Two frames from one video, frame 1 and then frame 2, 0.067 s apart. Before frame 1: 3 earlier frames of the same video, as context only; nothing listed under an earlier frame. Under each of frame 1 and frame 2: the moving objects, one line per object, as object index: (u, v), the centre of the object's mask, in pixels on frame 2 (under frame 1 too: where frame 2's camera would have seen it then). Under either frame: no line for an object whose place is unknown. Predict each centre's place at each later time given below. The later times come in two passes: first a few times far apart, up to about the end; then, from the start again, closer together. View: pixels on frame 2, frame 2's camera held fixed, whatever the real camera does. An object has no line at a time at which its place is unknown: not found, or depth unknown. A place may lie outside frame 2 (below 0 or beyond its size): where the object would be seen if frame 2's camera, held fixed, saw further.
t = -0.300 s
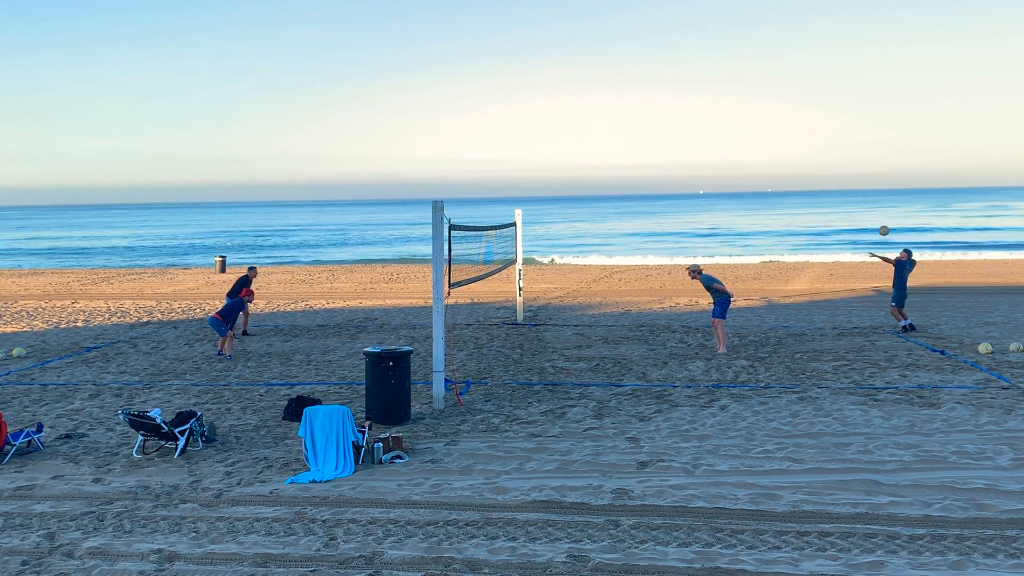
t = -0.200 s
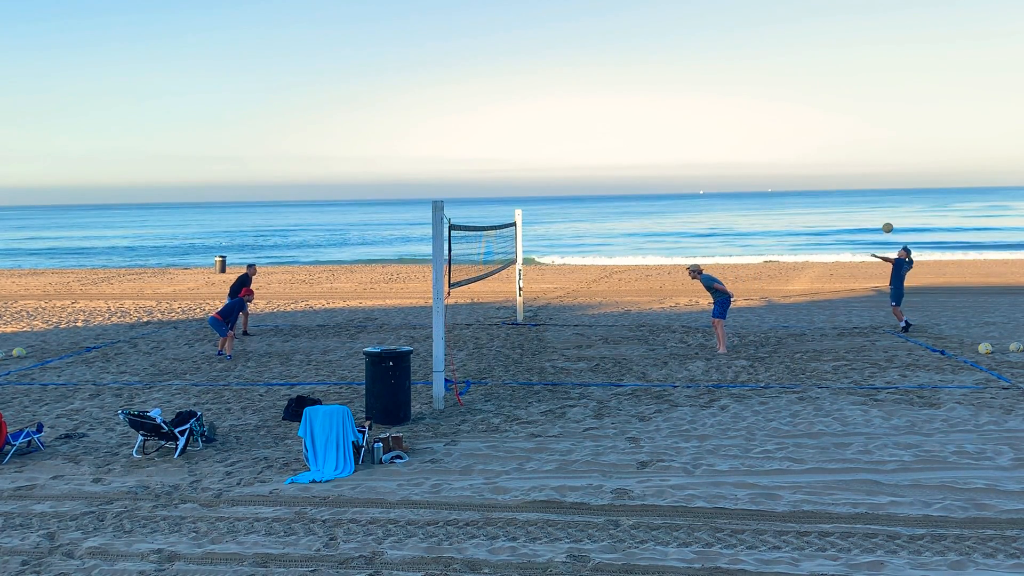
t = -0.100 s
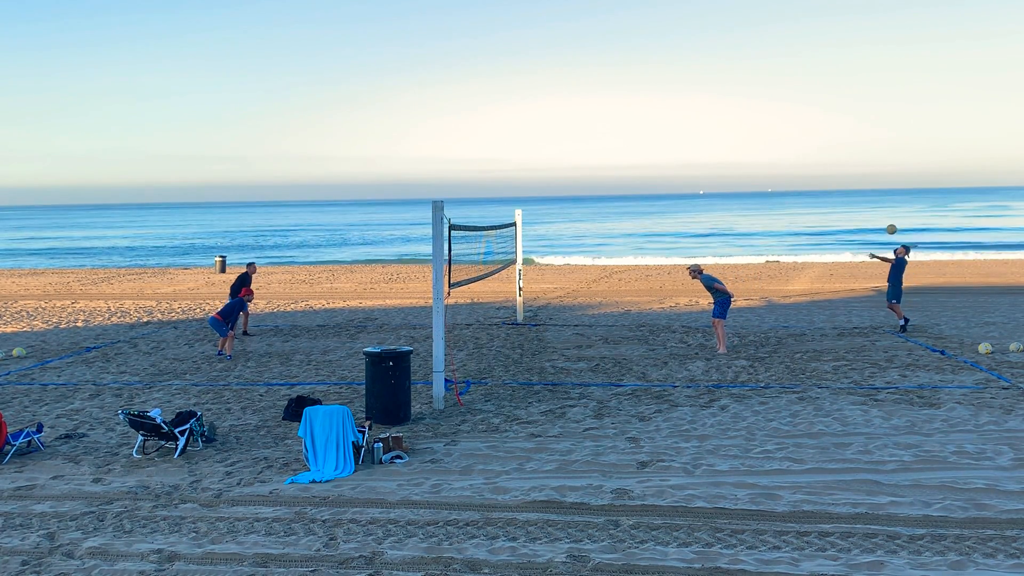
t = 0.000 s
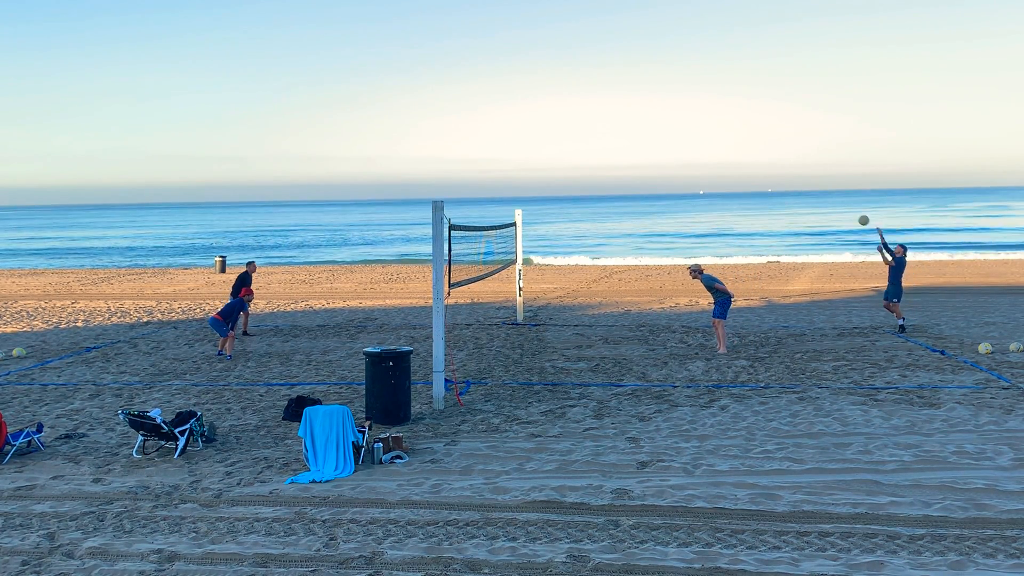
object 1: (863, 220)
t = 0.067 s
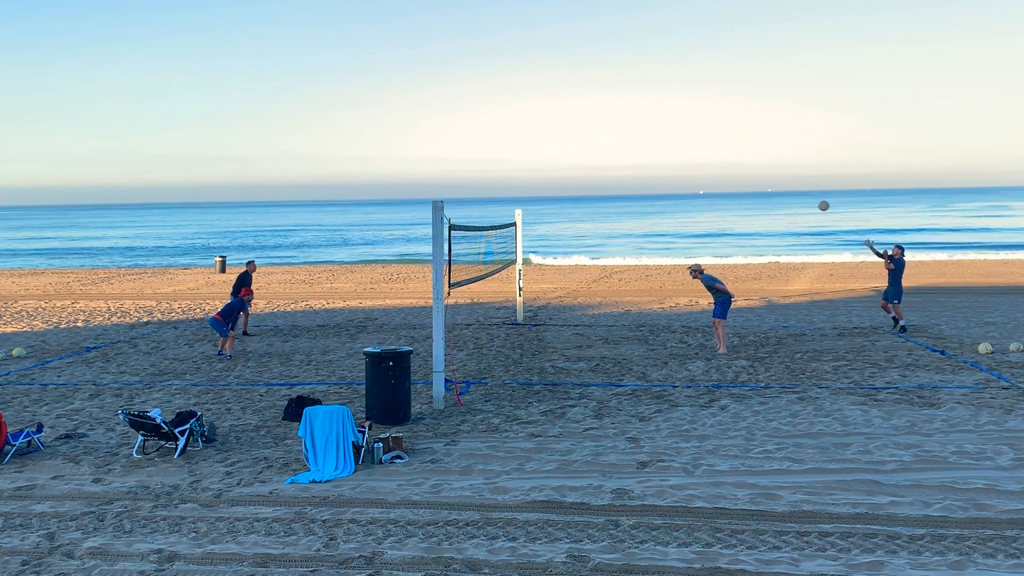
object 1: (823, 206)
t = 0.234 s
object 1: (726, 179)
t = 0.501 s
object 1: (579, 164)
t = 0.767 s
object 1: (443, 180)
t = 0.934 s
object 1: (364, 205)
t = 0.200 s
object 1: (745, 183)
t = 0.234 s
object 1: (726, 179)
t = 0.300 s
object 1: (688, 172)
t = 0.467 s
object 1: (597, 164)
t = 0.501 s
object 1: (579, 164)
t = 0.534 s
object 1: (561, 164)
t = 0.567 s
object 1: (544, 165)
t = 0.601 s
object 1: (527, 166)
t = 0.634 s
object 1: (509, 168)
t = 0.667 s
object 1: (493, 170)
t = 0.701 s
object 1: (476, 173)
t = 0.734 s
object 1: (459, 176)
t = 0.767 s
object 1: (443, 180)
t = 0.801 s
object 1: (427, 184)
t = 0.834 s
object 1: (411, 188)
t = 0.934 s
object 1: (364, 205)
